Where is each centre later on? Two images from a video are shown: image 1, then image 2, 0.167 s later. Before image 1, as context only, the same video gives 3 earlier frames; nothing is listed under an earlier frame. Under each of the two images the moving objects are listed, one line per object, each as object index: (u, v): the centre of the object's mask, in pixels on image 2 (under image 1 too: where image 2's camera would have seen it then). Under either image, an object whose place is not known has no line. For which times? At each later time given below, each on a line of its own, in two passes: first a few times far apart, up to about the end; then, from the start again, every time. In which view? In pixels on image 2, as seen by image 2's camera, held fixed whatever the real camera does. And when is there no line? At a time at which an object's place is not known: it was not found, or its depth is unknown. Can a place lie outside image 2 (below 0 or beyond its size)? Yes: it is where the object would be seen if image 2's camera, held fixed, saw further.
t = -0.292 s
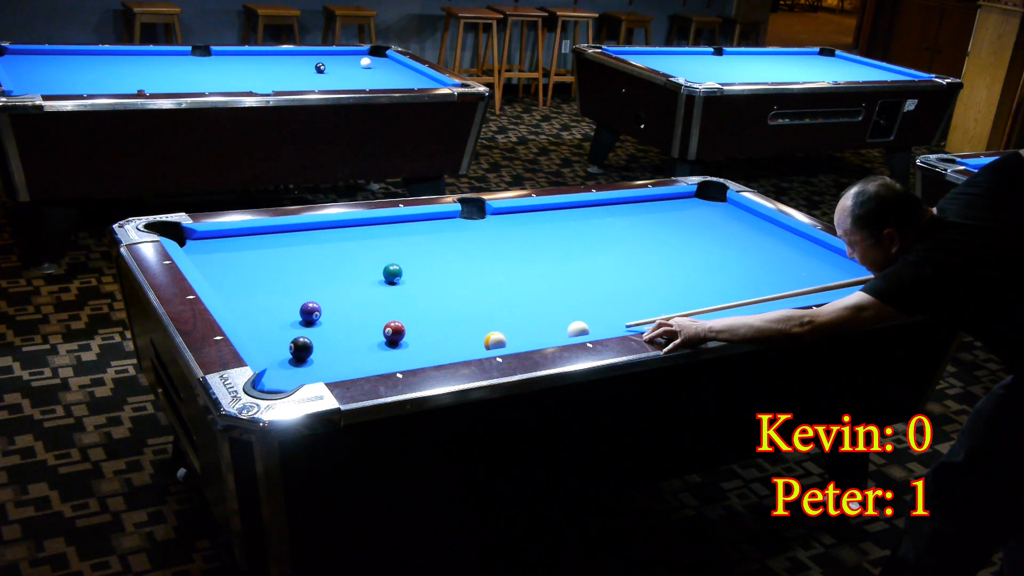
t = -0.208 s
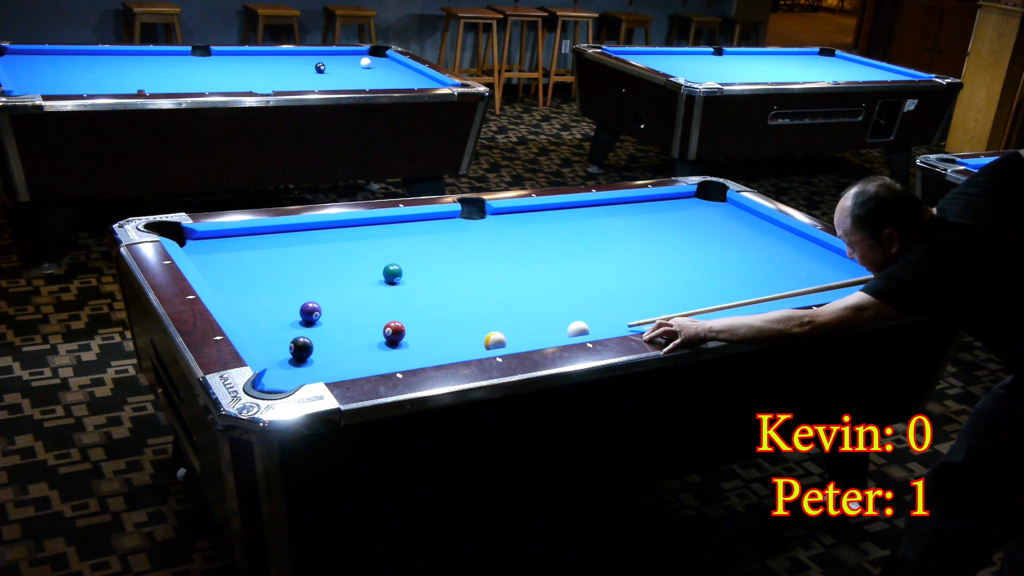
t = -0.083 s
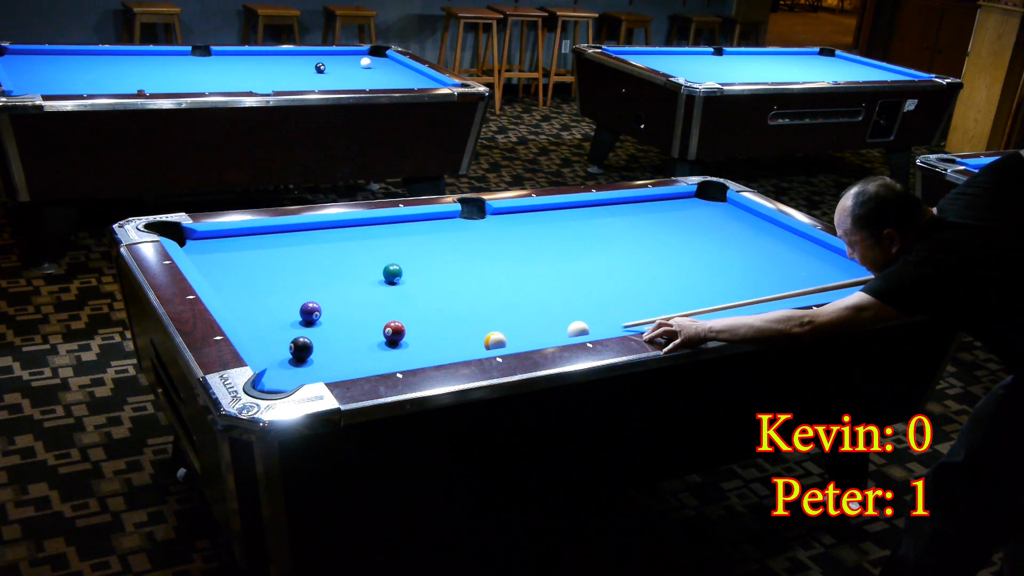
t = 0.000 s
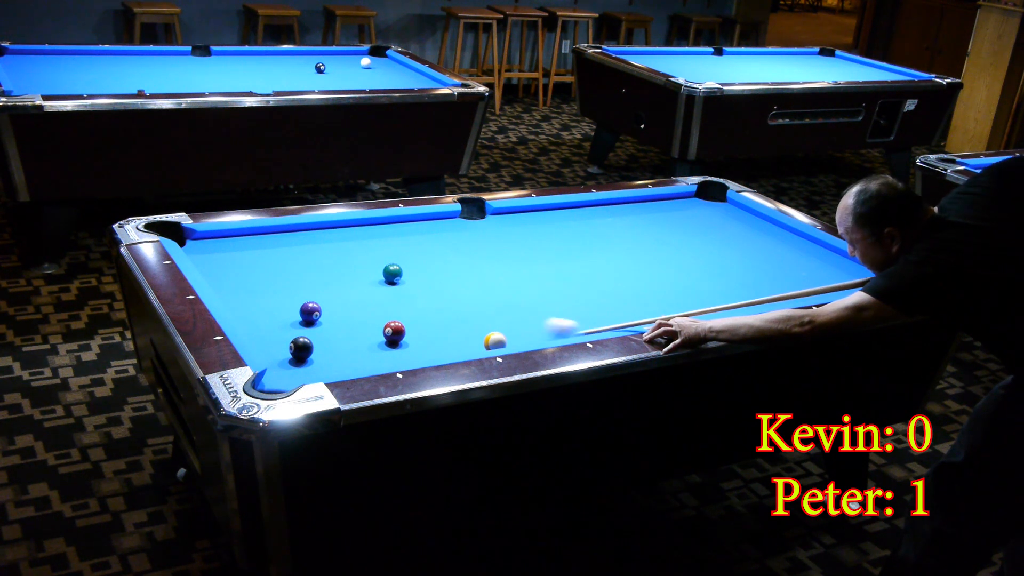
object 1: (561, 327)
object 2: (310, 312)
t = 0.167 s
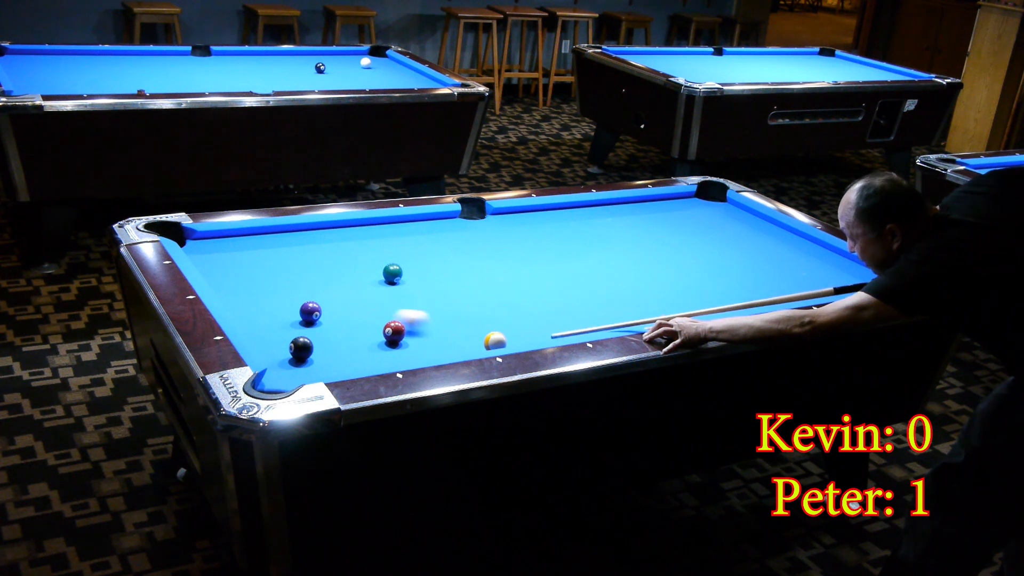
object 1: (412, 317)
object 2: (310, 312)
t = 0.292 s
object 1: (330, 316)
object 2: (291, 308)
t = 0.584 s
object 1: (301, 327)
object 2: (263, 282)
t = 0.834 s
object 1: (277, 336)
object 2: (302, 263)
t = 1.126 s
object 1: (268, 344)
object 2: (341, 243)
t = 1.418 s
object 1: (278, 346)
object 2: (376, 226)
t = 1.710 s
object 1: (278, 346)
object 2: (414, 223)
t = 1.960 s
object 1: (278, 346)
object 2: (448, 225)
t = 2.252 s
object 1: (278, 346)
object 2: (486, 228)
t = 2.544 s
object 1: (278, 346)
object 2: (522, 231)
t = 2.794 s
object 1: (278, 346)
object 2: (549, 232)
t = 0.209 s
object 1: (376, 316)
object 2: (310, 312)
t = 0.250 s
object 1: (343, 313)
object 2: (310, 312)
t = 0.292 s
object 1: (330, 316)
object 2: (291, 308)
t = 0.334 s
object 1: (325, 318)
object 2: (263, 303)
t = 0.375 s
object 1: (321, 320)
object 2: (237, 301)
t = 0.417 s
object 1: (317, 322)
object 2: (231, 297)
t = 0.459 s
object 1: (313, 323)
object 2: (241, 292)
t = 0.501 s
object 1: (309, 324)
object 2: (249, 289)
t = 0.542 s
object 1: (305, 325)
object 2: (256, 285)
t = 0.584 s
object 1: (301, 327)
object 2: (263, 282)
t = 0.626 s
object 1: (296, 328)
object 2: (270, 279)
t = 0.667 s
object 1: (292, 330)
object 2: (277, 275)
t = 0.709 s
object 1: (288, 331)
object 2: (283, 272)
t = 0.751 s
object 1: (284, 333)
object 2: (290, 268)
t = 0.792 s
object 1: (281, 335)
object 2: (296, 266)
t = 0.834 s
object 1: (277, 336)
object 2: (302, 263)
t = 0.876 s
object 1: (273, 338)
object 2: (308, 260)
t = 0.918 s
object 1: (269, 340)
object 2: (314, 257)
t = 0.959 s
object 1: (265, 341)
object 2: (320, 253)
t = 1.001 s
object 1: (263, 342)
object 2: (325, 251)
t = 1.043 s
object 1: (263, 342)
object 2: (331, 248)
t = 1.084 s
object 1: (266, 343)
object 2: (337, 246)
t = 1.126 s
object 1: (268, 344)
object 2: (341, 243)
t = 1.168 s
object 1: (271, 344)
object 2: (347, 240)
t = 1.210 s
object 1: (273, 345)
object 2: (352, 238)
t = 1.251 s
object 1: (276, 345)
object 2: (357, 235)
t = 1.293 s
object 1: (277, 345)
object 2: (362, 233)
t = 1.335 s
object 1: (277, 346)
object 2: (366, 230)
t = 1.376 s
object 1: (278, 346)
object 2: (371, 228)
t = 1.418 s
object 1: (278, 346)
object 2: (376, 226)
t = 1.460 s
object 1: (278, 346)
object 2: (380, 224)
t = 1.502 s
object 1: (278, 346)
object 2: (384, 222)
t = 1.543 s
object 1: (278, 346)
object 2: (391, 222)
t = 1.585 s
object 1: (278, 346)
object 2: (396, 222)
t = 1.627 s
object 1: (278, 346)
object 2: (403, 222)
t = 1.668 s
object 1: (278, 346)
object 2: (409, 223)
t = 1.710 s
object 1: (278, 346)
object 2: (414, 223)
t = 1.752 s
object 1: (278, 346)
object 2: (420, 224)
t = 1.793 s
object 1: (278, 346)
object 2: (426, 224)
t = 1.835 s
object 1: (278, 346)
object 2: (432, 224)
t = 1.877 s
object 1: (278, 346)
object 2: (437, 224)
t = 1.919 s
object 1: (278, 346)
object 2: (443, 225)
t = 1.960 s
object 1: (278, 346)
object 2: (448, 225)
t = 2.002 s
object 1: (278, 346)
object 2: (454, 226)
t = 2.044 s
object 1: (278, 346)
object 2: (460, 226)
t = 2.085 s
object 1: (278, 346)
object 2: (465, 227)
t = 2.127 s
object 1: (278, 346)
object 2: (471, 227)
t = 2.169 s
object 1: (278, 346)
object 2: (476, 227)
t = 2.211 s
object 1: (278, 346)
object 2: (481, 228)
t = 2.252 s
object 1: (278, 346)
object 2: (486, 228)
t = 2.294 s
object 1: (278, 346)
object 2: (491, 228)
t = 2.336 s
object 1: (278, 346)
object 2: (497, 229)
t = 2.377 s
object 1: (278, 346)
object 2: (502, 229)
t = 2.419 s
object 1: (278, 346)
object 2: (507, 230)
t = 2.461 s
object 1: (278, 346)
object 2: (512, 230)
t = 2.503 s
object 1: (278, 346)
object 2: (517, 230)
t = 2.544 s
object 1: (278, 346)
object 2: (522, 231)
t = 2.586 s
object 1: (278, 346)
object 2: (526, 231)
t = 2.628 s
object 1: (278, 346)
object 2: (531, 231)
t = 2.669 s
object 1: (278, 346)
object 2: (536, 231)
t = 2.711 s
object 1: (278, 346)
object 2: (540, 232)
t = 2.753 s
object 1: (278, 346)
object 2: (545, 232)
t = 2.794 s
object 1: (278, 346)
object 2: (549, 232)
